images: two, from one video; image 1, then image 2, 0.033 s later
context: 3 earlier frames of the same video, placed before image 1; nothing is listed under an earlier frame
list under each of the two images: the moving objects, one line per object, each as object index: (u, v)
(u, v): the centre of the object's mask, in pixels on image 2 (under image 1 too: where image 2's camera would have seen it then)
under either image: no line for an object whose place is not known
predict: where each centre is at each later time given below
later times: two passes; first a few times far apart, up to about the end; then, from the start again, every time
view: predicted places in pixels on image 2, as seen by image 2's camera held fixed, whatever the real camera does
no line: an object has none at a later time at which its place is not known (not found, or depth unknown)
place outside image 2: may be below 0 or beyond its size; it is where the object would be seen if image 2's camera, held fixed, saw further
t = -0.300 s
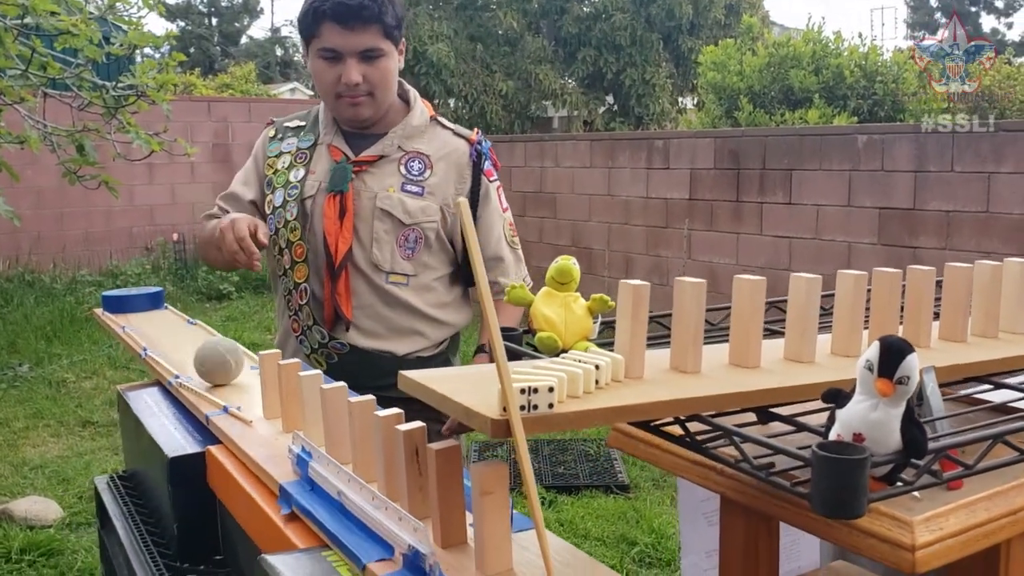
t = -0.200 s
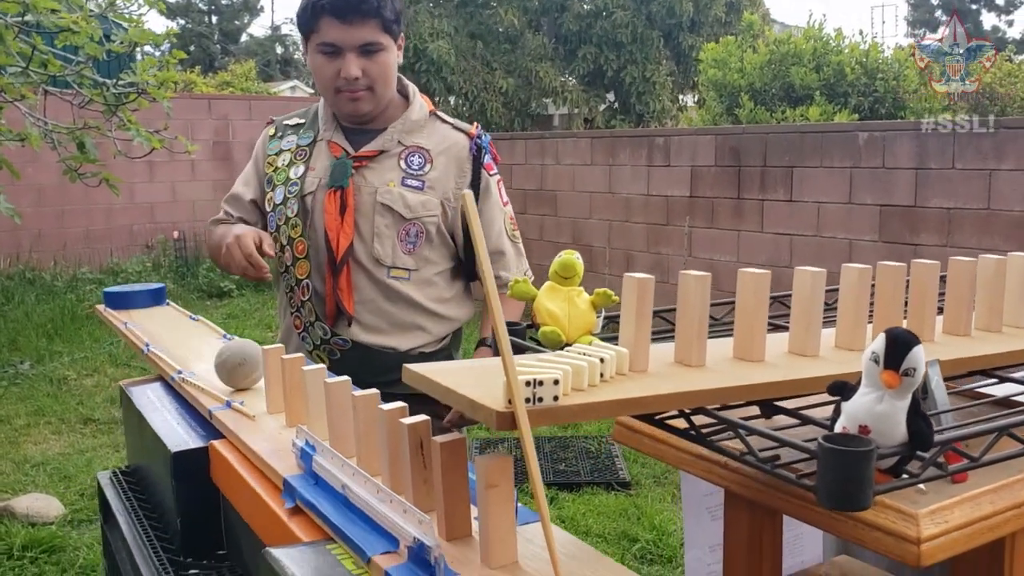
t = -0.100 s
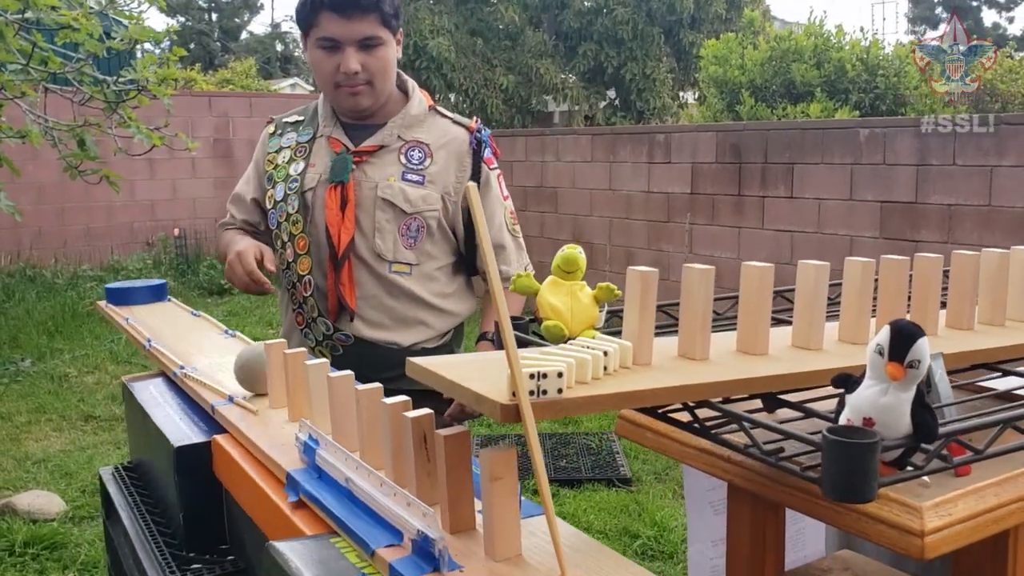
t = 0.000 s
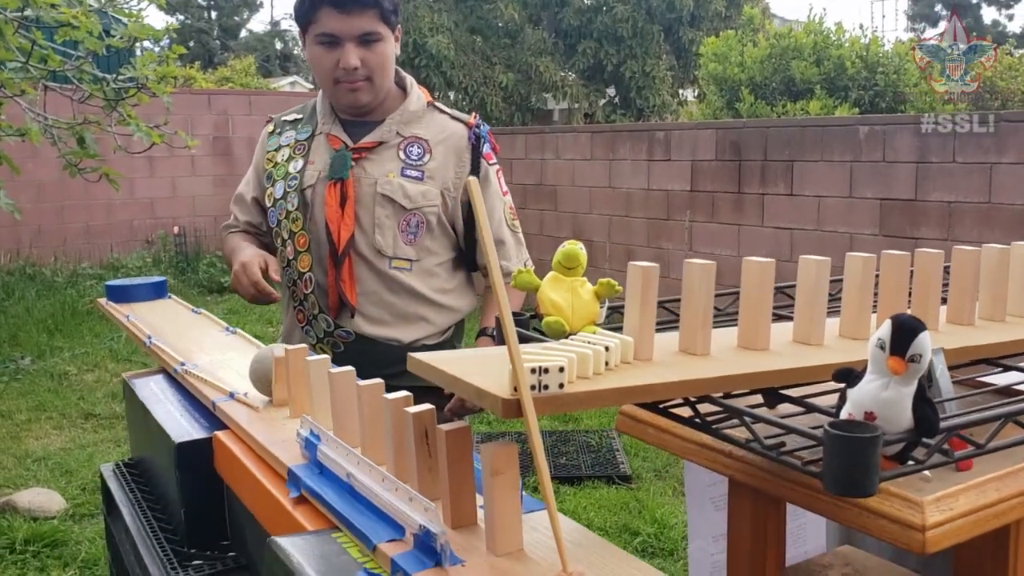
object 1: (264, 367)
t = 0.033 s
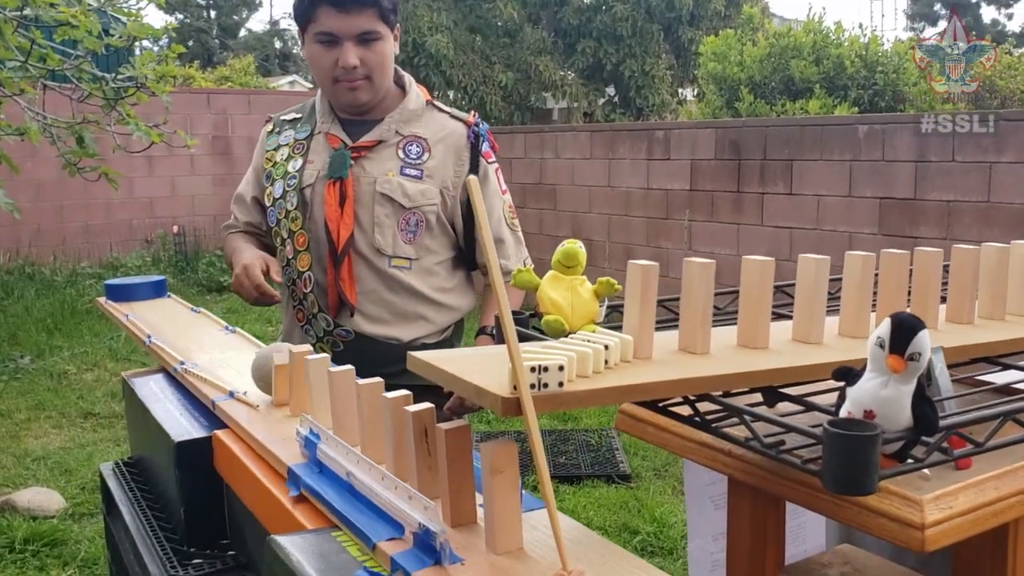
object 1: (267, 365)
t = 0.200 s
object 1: (286, 369)
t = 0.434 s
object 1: (272, 372)
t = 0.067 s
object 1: (273, 364)
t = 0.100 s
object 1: (279, 363)
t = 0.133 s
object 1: (285, 366)
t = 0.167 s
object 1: (287, 368)
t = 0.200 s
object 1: (286, 369)
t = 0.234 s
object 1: (285, 370)
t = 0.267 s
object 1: (284, 370)
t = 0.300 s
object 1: (282, 370)
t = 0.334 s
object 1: (280, 371)
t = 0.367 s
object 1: (277, 371)
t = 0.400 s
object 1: (275, 372)
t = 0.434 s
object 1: (272, 372)
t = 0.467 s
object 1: (269, 373)
